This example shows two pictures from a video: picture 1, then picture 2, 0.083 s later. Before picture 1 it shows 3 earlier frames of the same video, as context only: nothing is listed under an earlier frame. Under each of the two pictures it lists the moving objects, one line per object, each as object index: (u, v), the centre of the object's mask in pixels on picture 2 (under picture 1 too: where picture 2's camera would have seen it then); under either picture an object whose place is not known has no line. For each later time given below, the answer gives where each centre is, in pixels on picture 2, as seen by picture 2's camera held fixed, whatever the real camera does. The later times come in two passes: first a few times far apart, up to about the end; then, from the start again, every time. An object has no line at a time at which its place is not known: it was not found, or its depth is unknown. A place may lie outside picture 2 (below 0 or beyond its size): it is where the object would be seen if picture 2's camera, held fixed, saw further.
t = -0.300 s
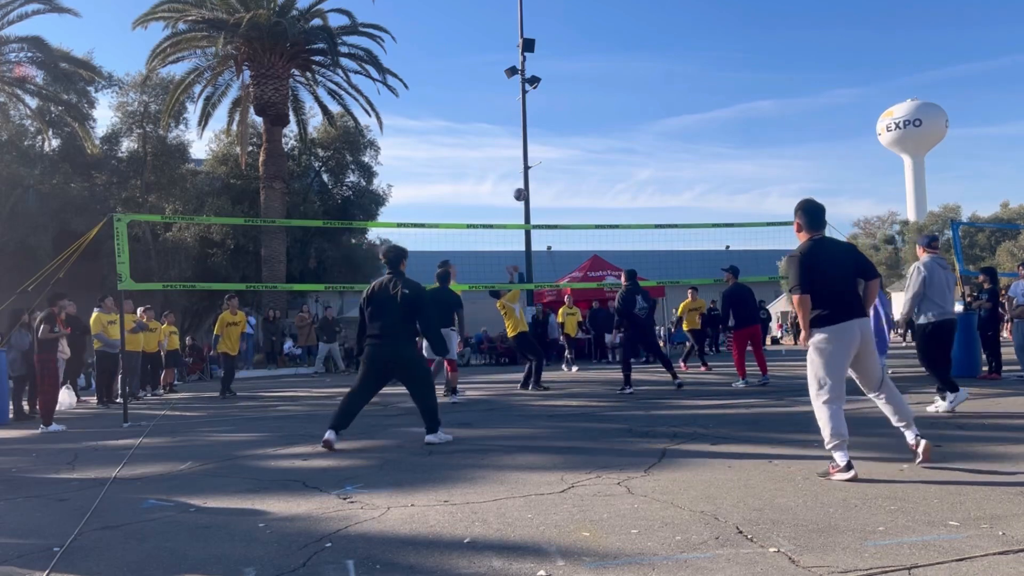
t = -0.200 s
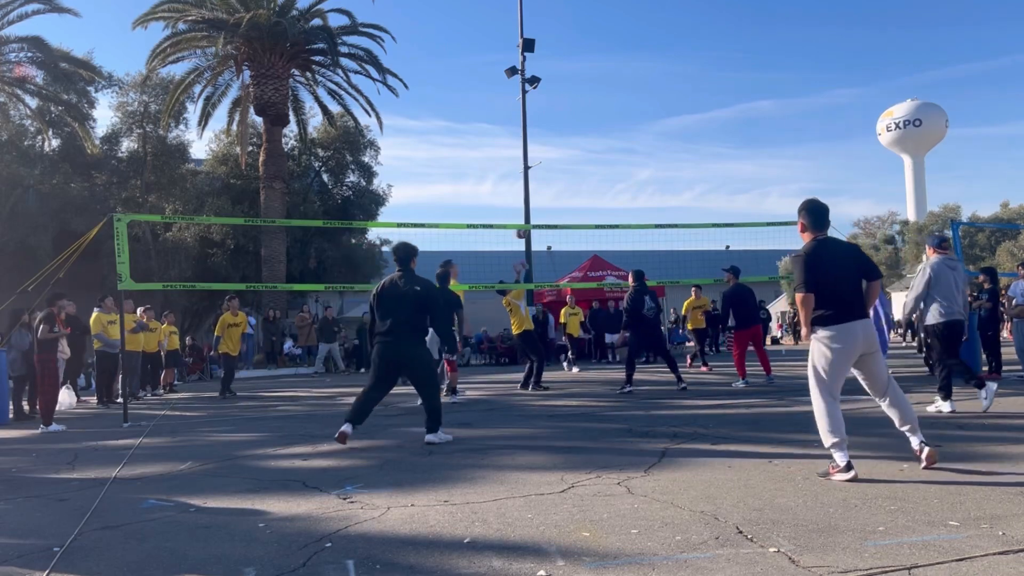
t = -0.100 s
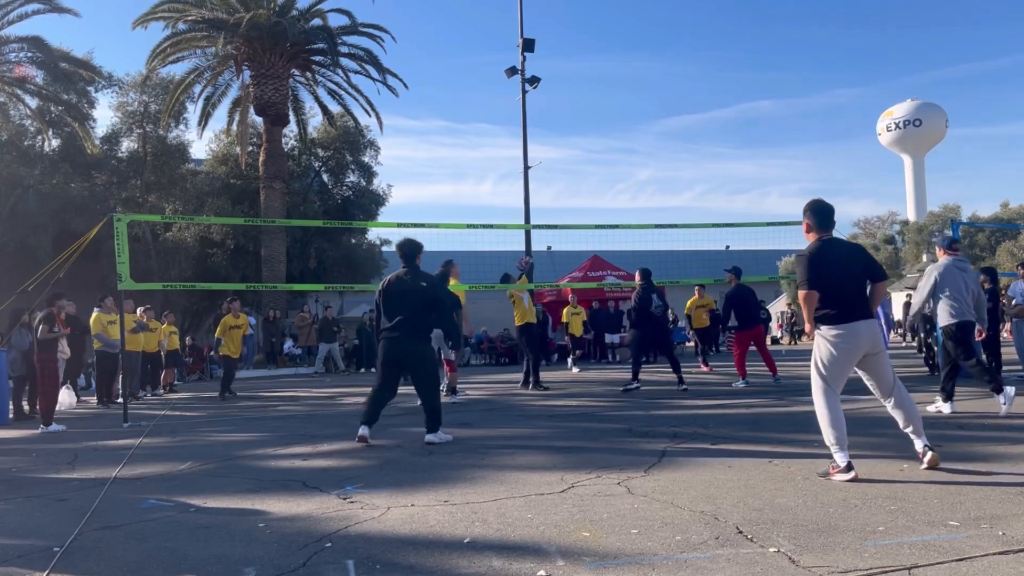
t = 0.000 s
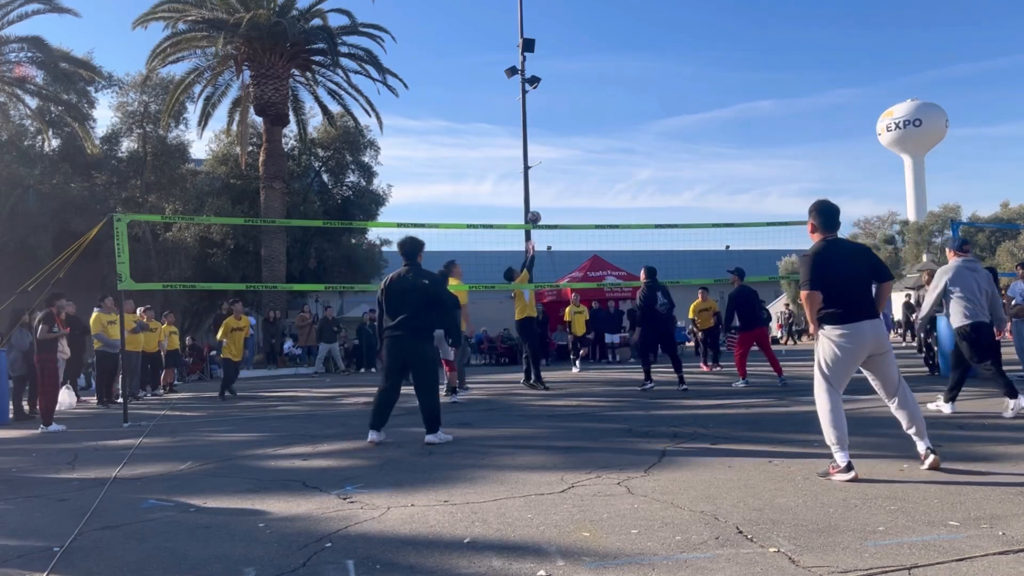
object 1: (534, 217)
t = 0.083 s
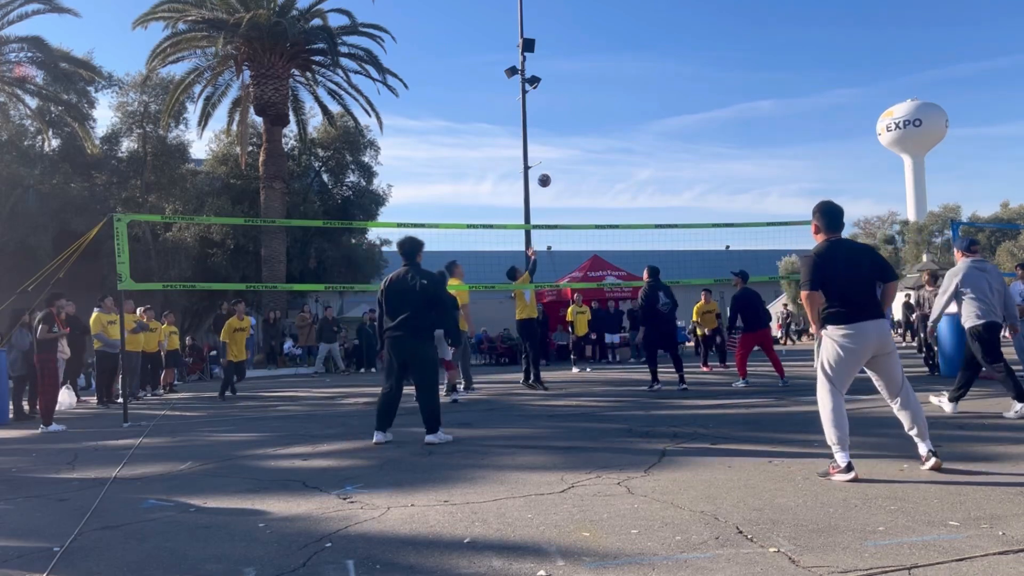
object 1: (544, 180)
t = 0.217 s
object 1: (561, 132)
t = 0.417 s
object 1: (585, 85)
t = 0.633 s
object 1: (612, 64)
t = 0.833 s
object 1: (637, 71)
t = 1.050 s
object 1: (664, 106)
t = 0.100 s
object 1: (546, 174)
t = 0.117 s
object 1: (548, 167)
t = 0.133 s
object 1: (550, 161)
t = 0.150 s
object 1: (552, 155)
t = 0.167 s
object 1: (554, 149)
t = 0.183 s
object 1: (556, 143)
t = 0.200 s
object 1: (558, 137)
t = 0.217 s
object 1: (561, 132)
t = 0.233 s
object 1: (562, 127)
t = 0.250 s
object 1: (565, 122)
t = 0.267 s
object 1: (567, 118)
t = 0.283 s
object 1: (569, 113)
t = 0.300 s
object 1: (571, 109)
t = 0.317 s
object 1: (573, 105)
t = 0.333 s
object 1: (575, 101)
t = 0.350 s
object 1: (577, 97)
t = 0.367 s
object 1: (579, 94)
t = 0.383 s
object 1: (581, 90)
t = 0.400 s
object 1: (583, 87)
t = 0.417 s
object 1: (585, 85)
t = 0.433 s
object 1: (587, 82)
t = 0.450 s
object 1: (590, 79)
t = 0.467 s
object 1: (592, 77)
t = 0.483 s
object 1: (594, 75)
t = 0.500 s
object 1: (596, 73)
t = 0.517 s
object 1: (598, 71)
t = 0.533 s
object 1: (600, 69)
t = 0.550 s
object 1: (602, 68)
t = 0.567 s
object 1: (604, 67)
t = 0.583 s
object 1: (606, 66)
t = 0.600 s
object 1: (608, 65)
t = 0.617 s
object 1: (610, 64)
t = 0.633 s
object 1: (612, 64)
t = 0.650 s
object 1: (614, 64)
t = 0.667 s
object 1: (616, 63)
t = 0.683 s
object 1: (618, 64)
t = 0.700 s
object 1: (620, 64)
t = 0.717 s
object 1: (622, 64)
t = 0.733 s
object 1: (624, 65)
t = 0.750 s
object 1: (627, 65)
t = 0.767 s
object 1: (629, 66)
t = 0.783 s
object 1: (631, 67)
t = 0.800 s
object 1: (633, 68)
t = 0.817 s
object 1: (635, 70)
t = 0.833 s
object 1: (637, 71)
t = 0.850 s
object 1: (639, 73)
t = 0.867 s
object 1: (641, 75)
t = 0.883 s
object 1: (643, 77)
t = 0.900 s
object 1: (645, 79)
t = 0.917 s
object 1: (647, 81)
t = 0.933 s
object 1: (649, 84)
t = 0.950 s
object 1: (651, 87)
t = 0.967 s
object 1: (653, 89)
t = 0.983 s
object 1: (655, 92)
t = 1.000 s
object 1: (658, 95)
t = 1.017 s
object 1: (659, 99)
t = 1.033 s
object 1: (662, 102)
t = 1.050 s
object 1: (664, 106)
